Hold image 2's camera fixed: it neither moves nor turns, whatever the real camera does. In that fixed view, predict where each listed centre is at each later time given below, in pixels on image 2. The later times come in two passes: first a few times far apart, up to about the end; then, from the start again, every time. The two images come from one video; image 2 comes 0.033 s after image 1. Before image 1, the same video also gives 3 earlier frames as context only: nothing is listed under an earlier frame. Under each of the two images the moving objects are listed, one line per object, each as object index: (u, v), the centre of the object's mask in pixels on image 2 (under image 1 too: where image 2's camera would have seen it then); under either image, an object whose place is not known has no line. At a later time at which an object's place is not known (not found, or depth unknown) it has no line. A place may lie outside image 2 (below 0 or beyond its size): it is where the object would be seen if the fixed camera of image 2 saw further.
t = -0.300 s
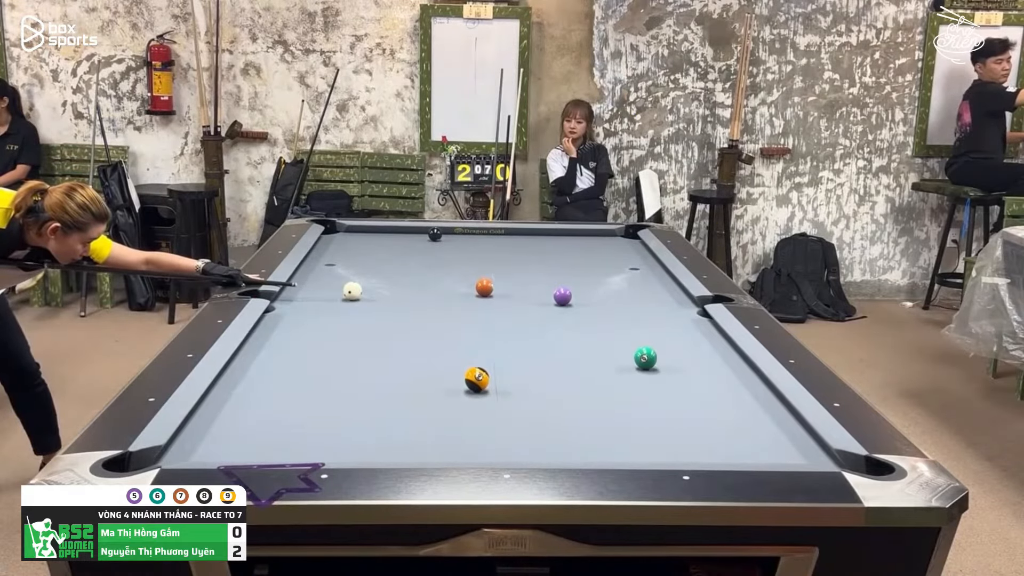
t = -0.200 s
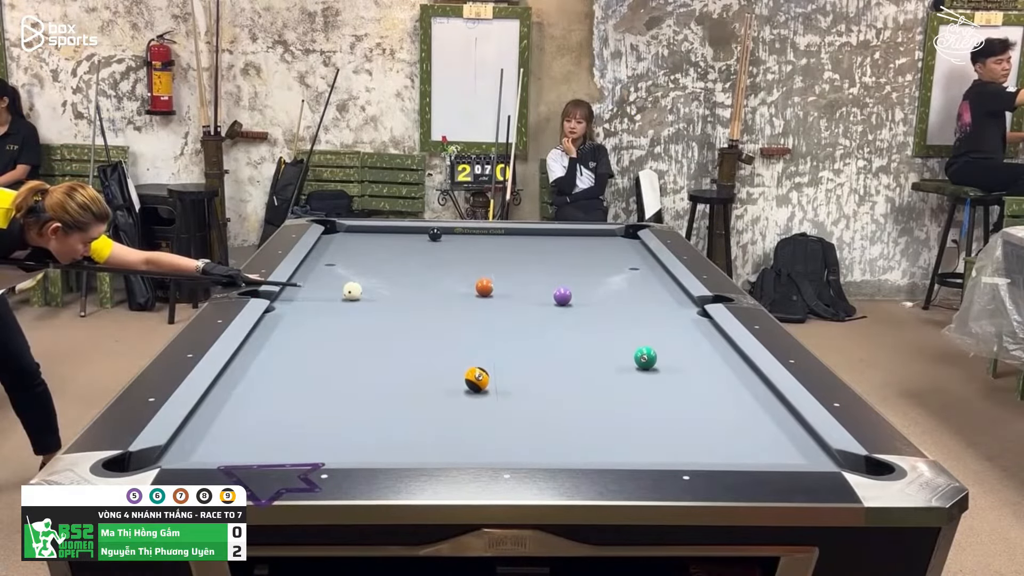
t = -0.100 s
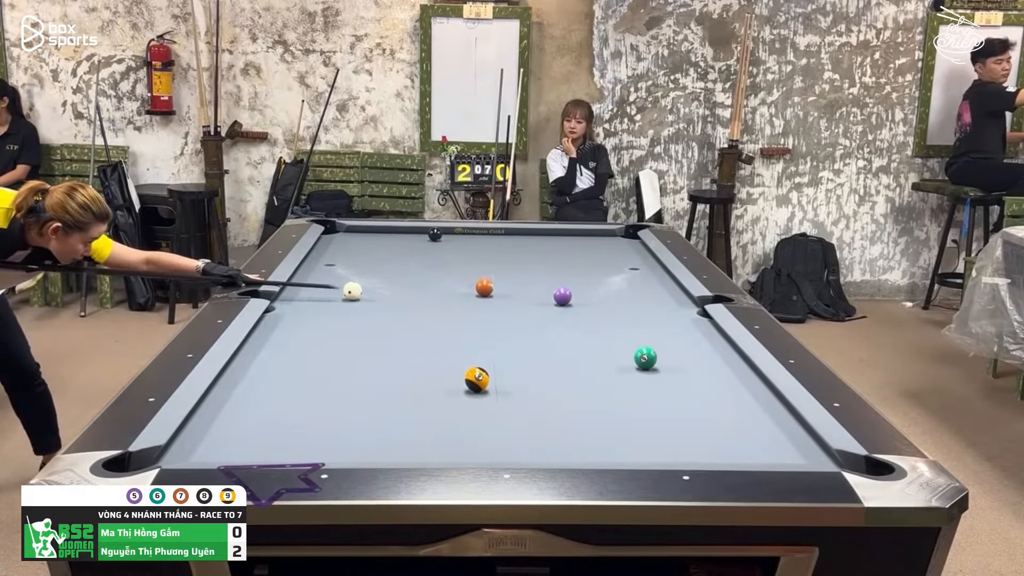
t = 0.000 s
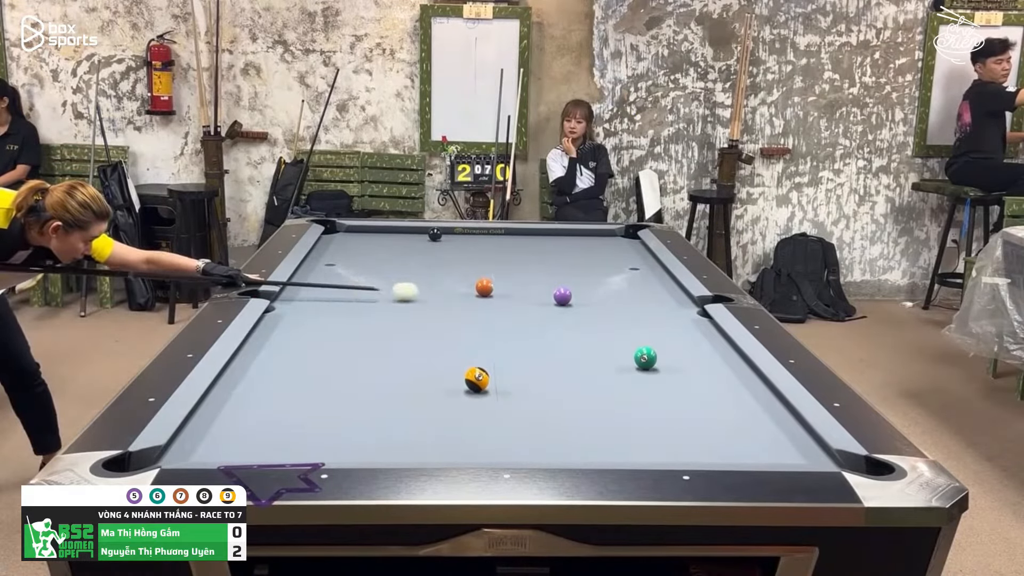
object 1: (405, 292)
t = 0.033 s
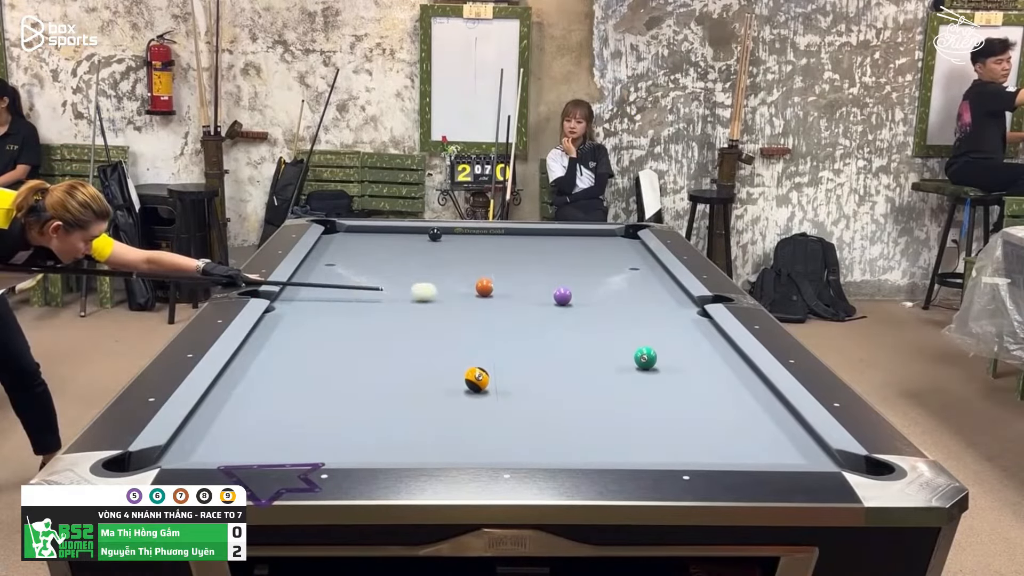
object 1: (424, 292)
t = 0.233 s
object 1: (534, 294)
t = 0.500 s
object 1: (570, 291)
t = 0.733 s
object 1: (606, 288)
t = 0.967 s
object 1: (639, 285)
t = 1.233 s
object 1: (669, 282)
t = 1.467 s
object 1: (653, 282)
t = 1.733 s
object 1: (637, 282)
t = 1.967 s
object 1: (624, 282)
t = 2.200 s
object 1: (612, 283)
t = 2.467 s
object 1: (600, 283)
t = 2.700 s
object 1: (591, 282)
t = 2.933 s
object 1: (583, 283)
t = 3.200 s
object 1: (576, 283)
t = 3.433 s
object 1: (570, 283)
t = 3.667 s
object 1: (566, 283)
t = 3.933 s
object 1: (562, 283)
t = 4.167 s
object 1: (560, 283)
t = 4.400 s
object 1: (560, 283)
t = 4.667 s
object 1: (560, 283)
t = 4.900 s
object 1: (560, 283)
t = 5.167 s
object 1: (560, 283)
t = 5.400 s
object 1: (560, 283)
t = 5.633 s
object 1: (560, 283)
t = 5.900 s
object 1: (560, 283)
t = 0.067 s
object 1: (442, 292)
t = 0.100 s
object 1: (461, 293)
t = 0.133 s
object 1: (478, 293)
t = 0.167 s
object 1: (498, 293)
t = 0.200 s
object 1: (516, 294)
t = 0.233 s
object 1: (534, 294)
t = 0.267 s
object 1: (545, 294)
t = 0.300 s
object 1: (547, 294)
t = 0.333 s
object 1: (549, 293)
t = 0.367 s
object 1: (552, 293)
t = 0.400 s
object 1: (556, 292)
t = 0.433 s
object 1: (560, 291)
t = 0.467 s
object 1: (565, 291)
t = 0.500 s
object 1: (570, 291)
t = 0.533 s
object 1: (575, 290)
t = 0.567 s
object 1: (581, 290)
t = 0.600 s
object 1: (586, 289)
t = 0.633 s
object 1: (591, 289)
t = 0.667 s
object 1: (596, 289)
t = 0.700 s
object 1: (601, 288)
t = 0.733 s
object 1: (606, 288)
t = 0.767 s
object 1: (611, 287)
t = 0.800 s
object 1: (615, 287)
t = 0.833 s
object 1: (620, 286)
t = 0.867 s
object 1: (625, 286)
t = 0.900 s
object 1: (630, 286)
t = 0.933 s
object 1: (635, 285)
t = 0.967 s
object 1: (639, 285)
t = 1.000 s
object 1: (644, 285)
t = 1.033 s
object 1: (648, 284)
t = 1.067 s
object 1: (653, 284)
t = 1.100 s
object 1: (657, 283)
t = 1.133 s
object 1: (662, 283)
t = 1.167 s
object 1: (666, 283)
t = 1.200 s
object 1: (670, 282)
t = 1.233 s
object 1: (669, 282)
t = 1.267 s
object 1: (666, 282)
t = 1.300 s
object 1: (664, 282)
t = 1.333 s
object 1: (662, 282)
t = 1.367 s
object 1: (659, 282)
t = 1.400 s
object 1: (657, 282)
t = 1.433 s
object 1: (655, 282)
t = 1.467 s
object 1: (653, 282)
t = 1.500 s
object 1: (651, 282)
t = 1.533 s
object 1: (649, 282)
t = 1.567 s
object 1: (646, 282)
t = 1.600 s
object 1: (645, 282)
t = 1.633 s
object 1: (643, 282)
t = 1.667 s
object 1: (640, 282)
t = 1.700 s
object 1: (639, 282)
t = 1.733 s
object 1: (637, 282)
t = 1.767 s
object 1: (635, 282)
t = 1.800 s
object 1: (633, 282)
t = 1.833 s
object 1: (631, 282)
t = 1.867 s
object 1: (629, 282)
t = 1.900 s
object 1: (627, 282)
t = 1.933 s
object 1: (625, 282)
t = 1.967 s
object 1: (624, 282)
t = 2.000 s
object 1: (622, 282)
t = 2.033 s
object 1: (620, 282)
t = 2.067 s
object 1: (619, 282)
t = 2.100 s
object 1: (617, 282)
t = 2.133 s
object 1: (615, 282)
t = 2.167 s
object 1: (614, 282)
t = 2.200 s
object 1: (612, 283)
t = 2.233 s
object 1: (611, 282)
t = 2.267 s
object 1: (609, 282)
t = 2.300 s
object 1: (607, 282)
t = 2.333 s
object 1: (606, 282)
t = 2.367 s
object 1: (605, 282)
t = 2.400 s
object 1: (603, 283)
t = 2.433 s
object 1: (602, 283)
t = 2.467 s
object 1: (600, 283)
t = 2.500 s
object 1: (599, 283)
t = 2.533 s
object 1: (598, 282)
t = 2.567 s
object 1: (596, 282)
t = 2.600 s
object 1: (595, 282)
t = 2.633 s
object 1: (594, 282)
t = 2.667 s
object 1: (593, 282)
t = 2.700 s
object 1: (591, 282)
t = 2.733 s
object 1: (590, 283)
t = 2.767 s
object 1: (589, 283)
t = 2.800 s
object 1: (588, 283)
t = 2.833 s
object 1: (587, 283)
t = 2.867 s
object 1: (586, 283)
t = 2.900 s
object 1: (584, 283)
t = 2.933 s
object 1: (583, 283)
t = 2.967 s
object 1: (582, 283)
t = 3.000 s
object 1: (581, 283)
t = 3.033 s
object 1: (580, 283)
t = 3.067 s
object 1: (579, 283)
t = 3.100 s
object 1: (578, 283)
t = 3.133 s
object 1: (577, 283)
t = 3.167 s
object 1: (577, 283)
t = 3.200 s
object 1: (576, 283)
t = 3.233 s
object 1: (575, 283)
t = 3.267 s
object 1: (574, 283)
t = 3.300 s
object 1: (573, 283)
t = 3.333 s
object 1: (572, 283)
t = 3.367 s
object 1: (572, 283)
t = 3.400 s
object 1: (571, 283)
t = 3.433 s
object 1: (570, 283)
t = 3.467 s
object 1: (570, 283)
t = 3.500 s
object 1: (569, 283)
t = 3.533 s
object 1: (568, 283)
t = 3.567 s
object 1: (568, 283)
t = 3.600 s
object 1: (567, 283)
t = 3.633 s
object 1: (566, 283)
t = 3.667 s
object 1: (566, 283)
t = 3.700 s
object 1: (565, 283)
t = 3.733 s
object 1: (565, 283)
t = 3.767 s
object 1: (564, 283)
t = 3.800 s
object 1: (564, 283)
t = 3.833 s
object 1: (563, 283)
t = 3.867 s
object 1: (563, 283)
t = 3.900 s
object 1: (563, 283)
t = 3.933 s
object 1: (562, 283)
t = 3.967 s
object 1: (562, 283)
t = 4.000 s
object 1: (561, 283)
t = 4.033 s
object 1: (561, 283)
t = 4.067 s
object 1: (561, 283)
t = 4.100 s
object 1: (561, 283)
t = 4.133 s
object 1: (560, 283)
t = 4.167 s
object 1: (560, 283)
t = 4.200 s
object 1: (560, 283)
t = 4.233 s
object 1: (560, 283)
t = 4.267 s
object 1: (560, 283)
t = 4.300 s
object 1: (560, 283)
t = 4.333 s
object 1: (560, 283)
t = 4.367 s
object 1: (560, 283)
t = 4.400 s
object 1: (560, 283)
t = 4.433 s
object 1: (560, 283)
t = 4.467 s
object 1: (560, 283)
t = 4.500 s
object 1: (560, 283)
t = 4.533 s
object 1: (560, 283)
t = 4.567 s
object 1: (560, 283)
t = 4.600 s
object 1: (560, 283)
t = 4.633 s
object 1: (560, 283)
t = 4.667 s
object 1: (560, 283)
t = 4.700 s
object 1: (560, 283)
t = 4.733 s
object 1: (561, 283)
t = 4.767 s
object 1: (560, 283)
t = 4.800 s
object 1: (560, 283)
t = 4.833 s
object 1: (560, 283)
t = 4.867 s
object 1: (560, 283)
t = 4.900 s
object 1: (560, 283)
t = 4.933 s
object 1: (561, 283)
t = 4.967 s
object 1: (560, 283)
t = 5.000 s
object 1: (560, 283)
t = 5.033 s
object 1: (560, 283)
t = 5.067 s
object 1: (560, 283)
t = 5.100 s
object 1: (560, 283)
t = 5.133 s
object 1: (560, 283)
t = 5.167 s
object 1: (560, 283)
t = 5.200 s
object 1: (560, 283)
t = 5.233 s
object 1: (560, 283)
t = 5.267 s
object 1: (560, 283)
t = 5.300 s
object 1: (560, 283)
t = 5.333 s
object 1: (560, 283)
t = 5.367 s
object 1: (560, 283)
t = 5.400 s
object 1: (560, 283)
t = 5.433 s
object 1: (560, 283)
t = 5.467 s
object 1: (560, 283)
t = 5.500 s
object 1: (560, 283)
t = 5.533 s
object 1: (560, 283)
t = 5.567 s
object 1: (560, 283)
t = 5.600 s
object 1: (560, 283)
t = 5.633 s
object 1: (560, 283)
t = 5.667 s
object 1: (560, 283)
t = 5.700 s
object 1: (560, 283)
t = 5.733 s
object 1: (560, 283)
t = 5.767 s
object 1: (560, 283)
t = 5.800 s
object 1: (560, 283)
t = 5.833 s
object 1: (560, 283)
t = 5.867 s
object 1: (560, 283)
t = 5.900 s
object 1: (560, 283)
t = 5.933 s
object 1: (560, 283)
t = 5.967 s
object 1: (561, 283)
